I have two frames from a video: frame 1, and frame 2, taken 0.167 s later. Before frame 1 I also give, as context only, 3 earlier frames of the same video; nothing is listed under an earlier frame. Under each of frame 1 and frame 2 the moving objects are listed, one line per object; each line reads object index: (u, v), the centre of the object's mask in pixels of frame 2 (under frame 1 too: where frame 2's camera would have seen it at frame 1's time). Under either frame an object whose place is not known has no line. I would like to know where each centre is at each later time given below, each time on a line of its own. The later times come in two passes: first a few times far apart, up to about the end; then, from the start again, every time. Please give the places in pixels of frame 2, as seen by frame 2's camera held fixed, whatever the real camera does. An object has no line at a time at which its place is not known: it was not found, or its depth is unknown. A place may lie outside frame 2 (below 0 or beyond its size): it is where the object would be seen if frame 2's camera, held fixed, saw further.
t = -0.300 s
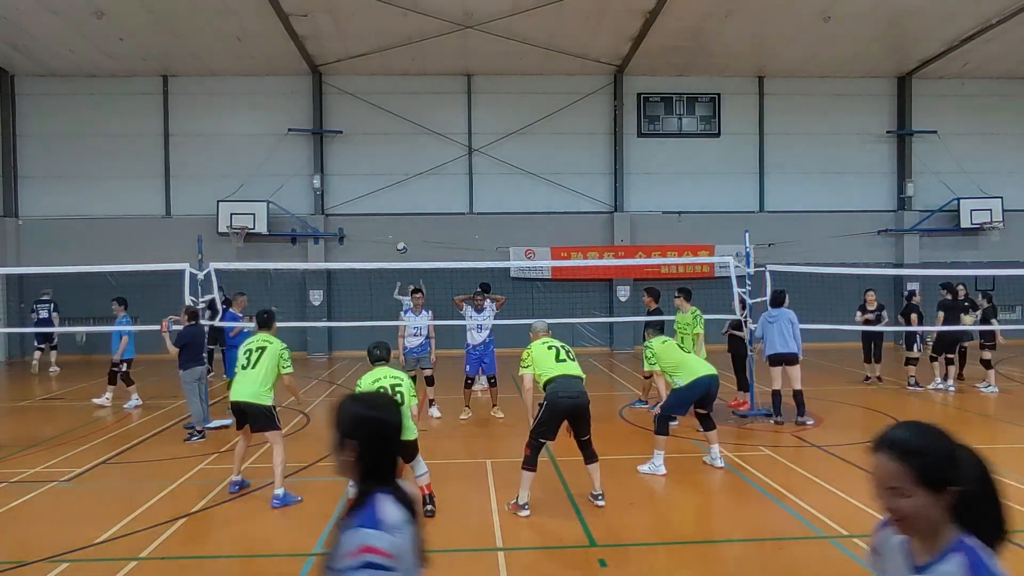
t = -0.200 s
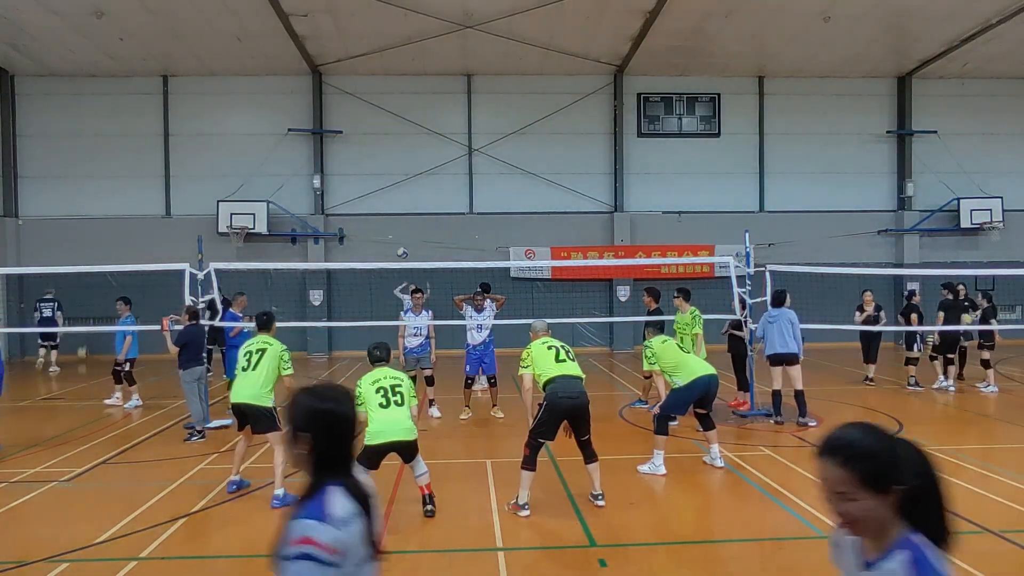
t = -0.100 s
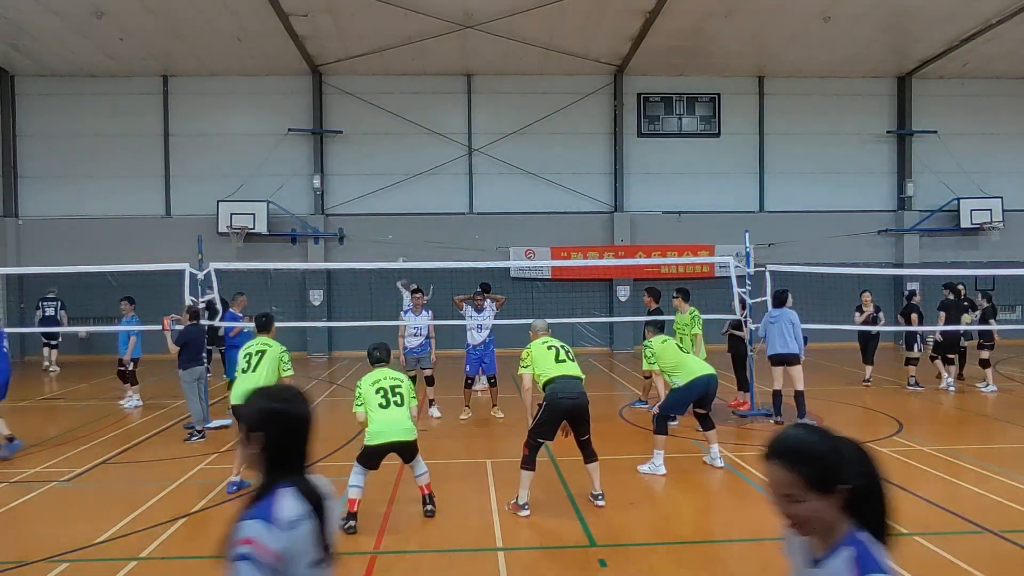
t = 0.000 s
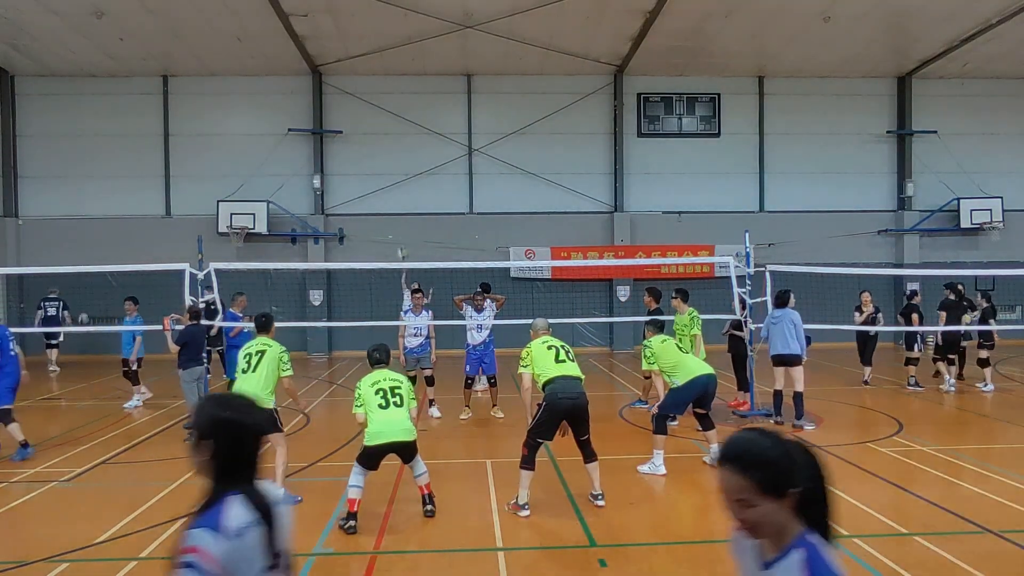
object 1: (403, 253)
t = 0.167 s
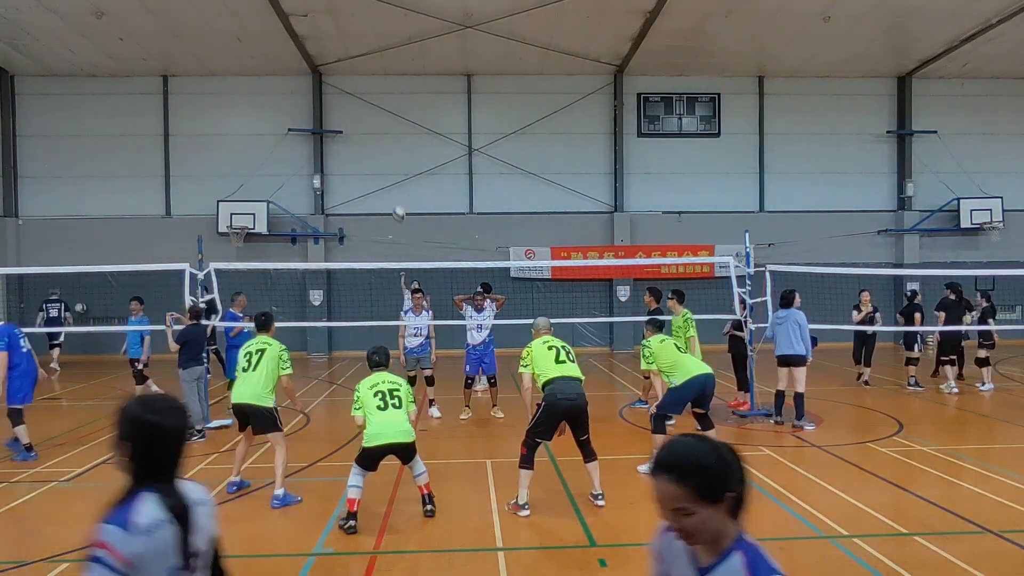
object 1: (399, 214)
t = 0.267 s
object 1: (396, 196)
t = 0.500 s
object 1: (392, 175)
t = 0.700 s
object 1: (389, 190)
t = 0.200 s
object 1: (398, 207)
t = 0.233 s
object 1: (397, 201)
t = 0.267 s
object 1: (396, 196)
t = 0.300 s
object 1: (395, 190)
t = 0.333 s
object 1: (395, 186)
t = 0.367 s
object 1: (394, 182)
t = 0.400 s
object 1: (393, 179)
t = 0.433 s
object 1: (392, 177)
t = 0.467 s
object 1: (392, 176)
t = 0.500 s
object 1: (392, 175)
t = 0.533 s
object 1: (392, 175)
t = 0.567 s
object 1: (391, 176)
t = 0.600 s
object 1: (391, 178)
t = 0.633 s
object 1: (390, 180)
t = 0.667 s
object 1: (390, 185)
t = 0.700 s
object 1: (389, 190)
